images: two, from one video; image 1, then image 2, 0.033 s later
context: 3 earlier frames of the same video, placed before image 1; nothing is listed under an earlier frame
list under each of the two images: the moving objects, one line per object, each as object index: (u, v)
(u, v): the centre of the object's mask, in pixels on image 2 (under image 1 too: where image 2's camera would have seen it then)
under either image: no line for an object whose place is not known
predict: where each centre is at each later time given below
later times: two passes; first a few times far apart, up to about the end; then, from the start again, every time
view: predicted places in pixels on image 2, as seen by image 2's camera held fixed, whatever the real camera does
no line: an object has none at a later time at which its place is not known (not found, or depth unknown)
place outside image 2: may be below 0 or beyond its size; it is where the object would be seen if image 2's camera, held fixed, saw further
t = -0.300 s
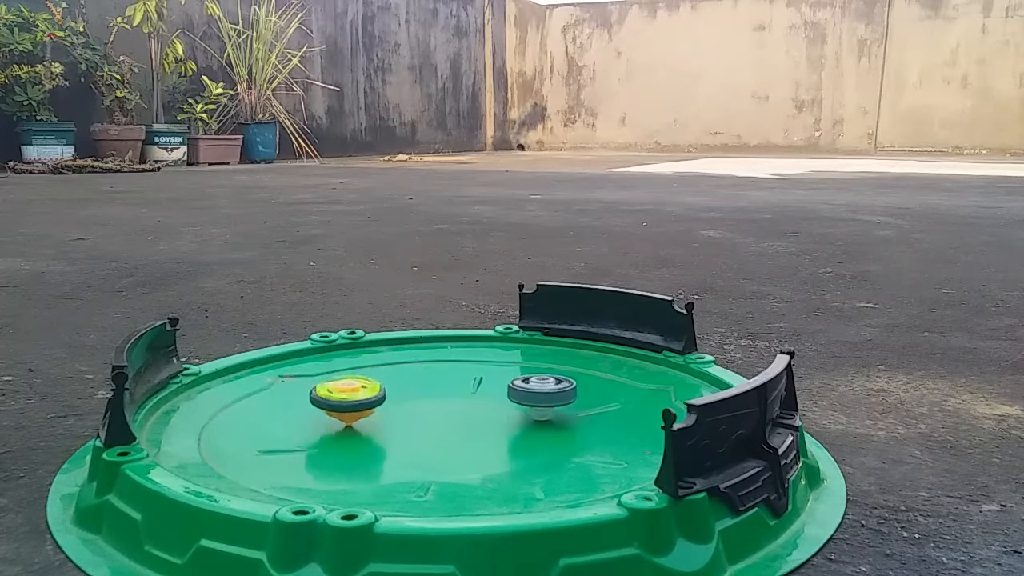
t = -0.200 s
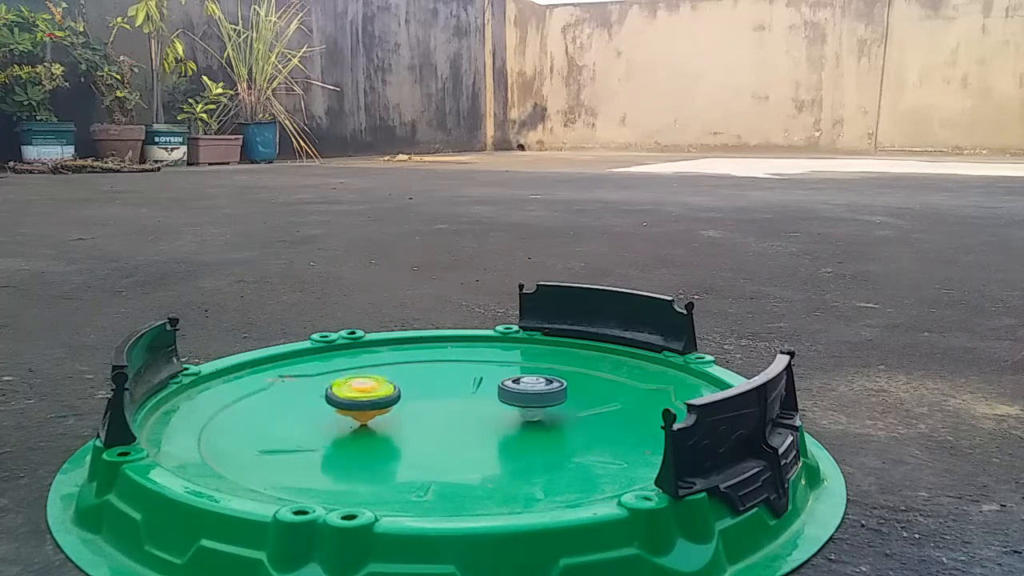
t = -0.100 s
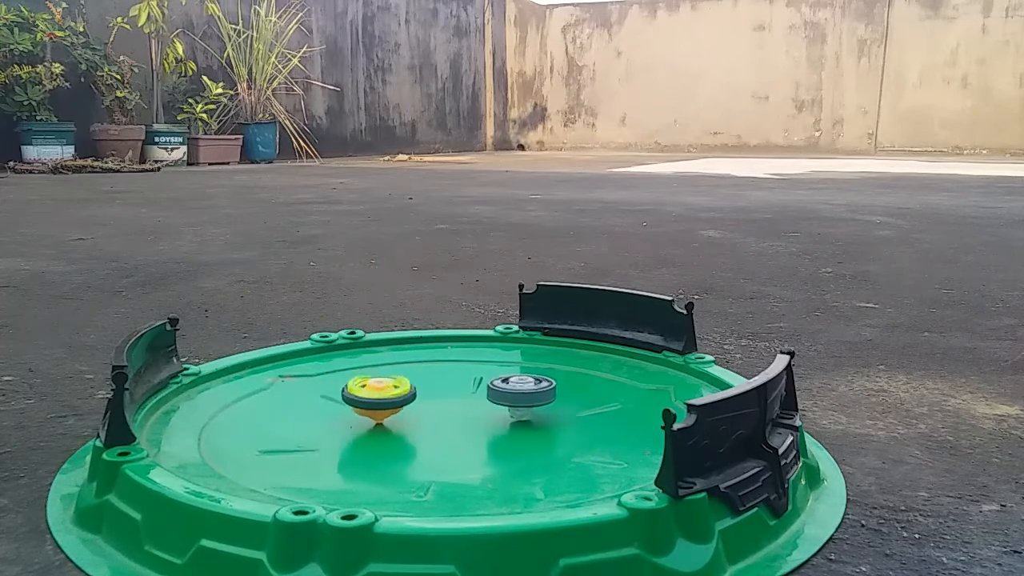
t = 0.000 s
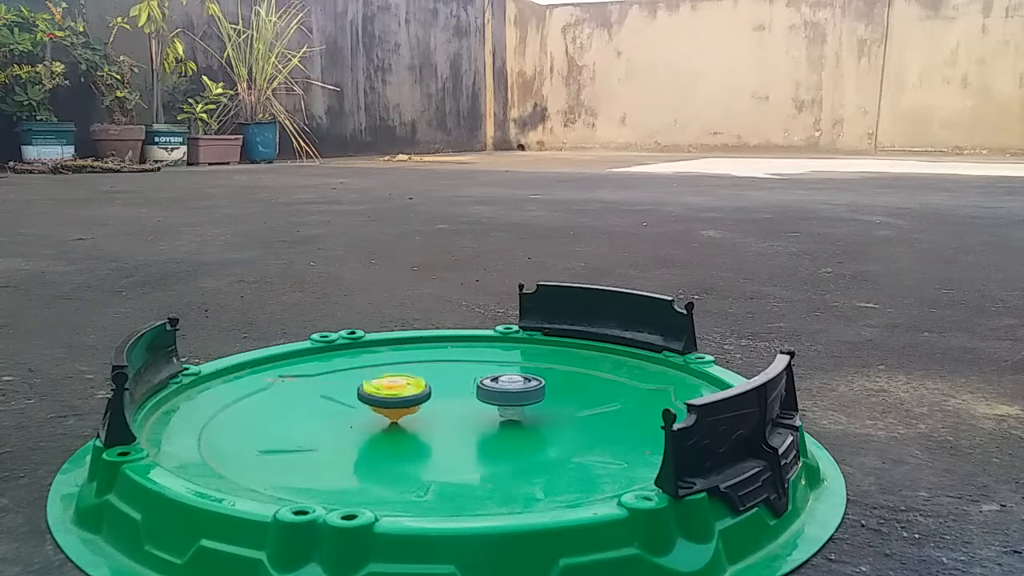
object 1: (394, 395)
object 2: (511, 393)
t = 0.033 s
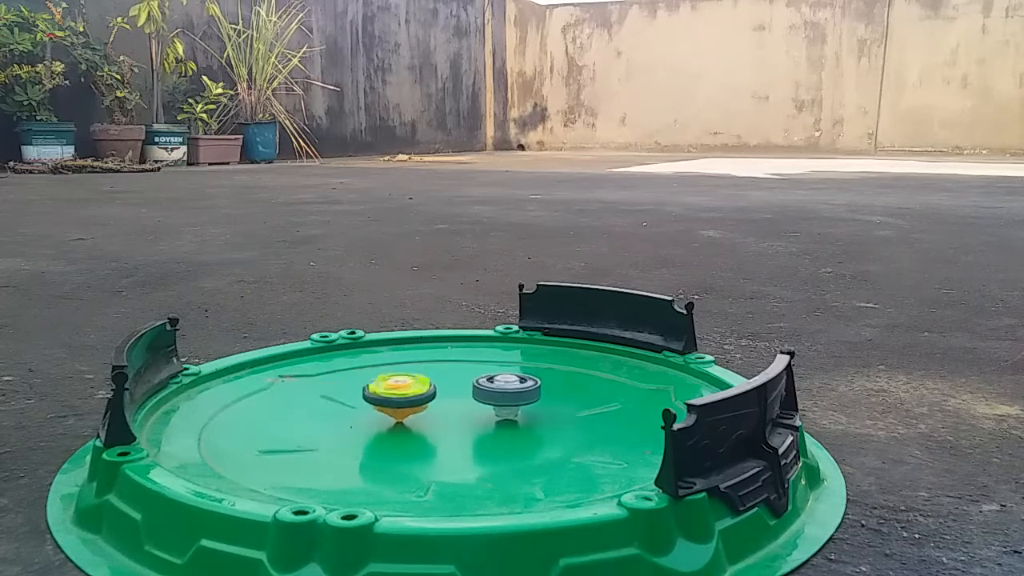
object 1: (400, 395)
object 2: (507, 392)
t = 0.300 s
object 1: (281, 389)
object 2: (589, 385)
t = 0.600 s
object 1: (218, 391)
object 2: (623, 365)
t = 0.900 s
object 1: (239, 382)
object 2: (606, 364)
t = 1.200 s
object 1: (305, 379)
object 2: (583, 376)
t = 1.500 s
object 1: (391, 390)
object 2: (556, 388)
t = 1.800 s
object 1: (463, 405)
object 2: (544, 393)
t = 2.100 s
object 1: (487, 431)
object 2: (518, 392)
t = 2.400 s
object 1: (458, 453)
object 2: (481, 387)
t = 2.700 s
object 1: (436, 455)
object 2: (454, 382)
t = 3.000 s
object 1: (437, 435)
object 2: (445, 378)
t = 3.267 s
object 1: (458, 412)
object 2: (449, 372)
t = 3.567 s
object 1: (519, 395)
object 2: (459, 377)
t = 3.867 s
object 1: (577, 389)
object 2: (479, 378)
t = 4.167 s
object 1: (590, 401)
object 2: (493, 382)
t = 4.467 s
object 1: (560, 416)
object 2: (495, 389)
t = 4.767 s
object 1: (489, 421)
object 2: (482, 389)
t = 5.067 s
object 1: (403, 426)
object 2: (475, 386)
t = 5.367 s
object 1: (359, 412)
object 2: (461, 383)
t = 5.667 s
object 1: (367, 392)
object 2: (457, 379)
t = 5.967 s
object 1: (354, 379)
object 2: (504, 375)
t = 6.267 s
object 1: (361, 382)
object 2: (516, 379)
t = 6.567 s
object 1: (393, 390)
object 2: (520, 382)
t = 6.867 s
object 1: (417, 400)
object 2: (524, 386)
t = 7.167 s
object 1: (419, 413)
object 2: (517, 390)
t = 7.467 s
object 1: (403, 424)
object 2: (499, 391)
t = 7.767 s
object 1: (382, 427)
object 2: (478, 390)
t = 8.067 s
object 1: (374, 423)
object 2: (467, 386)
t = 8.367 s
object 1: (385, 413)
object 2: (472, 382)
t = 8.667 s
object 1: (415, 405)
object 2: (487, 381)
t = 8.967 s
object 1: (457, 400)
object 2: (505, 382)
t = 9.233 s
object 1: (416, 422)
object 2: (524, 378)
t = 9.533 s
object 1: (369, 428)
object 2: (507, 380)
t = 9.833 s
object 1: (340, 418)
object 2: (509, 381)
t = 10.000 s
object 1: (346, 411)
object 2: (507, 384)
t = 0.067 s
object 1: (404, 394)
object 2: (504, 392)
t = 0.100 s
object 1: (409, 394)
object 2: (501, 391)
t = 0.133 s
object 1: (414, 394)
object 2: (497, 391)
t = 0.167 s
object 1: (419, 394)
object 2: (495, 391)
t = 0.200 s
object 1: (406, 394)
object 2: (506, 390)
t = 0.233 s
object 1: (357, 394)
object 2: (539, 389)
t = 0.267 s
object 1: (314, 392)
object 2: (568, 388)
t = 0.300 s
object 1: (281, 389)
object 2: (589, 385)
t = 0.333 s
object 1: (255, 388)
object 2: (603, 380)
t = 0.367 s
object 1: (236, 388)
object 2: (614, 377)
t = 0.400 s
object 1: (224, 387)
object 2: (622, 373)
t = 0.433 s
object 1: (221, 386)
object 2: (627, 371)
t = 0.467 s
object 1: (223, 391)
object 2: (628, 369)
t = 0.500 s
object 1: (225, 392)
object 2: (628, 367)
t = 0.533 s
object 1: (226, 393)
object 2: (628, 366)
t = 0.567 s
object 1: (223, 393)
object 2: (626, 366)
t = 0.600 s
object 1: (218, 391)
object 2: (623, 365)
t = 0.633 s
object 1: (223, 392)
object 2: (622, 364)
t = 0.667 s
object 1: (226, 391)
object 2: (621, 364)
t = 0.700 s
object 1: (225, 391)
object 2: (618, 363)
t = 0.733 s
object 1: (226, 389)
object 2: (616, 363)
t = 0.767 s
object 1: (225, 387)
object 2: (615, 363)
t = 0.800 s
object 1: (229, 386)
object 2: (612, 363)
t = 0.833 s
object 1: (233, 384)
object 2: (610, 363)
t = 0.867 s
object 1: (235, 383)
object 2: (608, 364)
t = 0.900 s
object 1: (239, 382)
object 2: (606, 364)
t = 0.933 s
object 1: (244, 380)
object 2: (604, 365)
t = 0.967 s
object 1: (249, 380)
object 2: (601, 366)
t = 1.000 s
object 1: (256, 379)
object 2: (599, 367)
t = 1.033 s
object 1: (263, 378)
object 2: (597, 368)
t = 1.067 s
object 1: (270, 379)
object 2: (594, 370)
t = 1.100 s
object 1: (279, 378)
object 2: (591, 371)
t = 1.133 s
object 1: (286, 378)
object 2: (589, 372)
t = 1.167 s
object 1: (296, 379)
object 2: (586, 374)
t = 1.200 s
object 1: (305, 379)
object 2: (583, 376)
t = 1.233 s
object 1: (313, 381)
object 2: (579, 377)
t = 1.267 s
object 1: (324, 382)
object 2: (577, 378)
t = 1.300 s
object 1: (333, 383)
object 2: (573, 380)
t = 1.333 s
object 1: (342, 385)
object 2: (570, 382)
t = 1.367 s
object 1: (353, 387)
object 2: (566, 383)
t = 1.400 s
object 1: (361, 388)
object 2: (564, 384)
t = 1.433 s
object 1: (372, 389)
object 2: (562, 385)
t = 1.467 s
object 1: (382, 389)
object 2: (559, 387)
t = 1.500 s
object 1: (391, 390)
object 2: (556, 388)
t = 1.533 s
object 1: (401, 391)
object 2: (554, 388)
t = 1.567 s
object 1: (409, 392)
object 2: (552, 389)
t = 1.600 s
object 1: (418, 394)
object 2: (550, 390)
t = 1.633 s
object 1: (426, 395)
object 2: (549, 391)
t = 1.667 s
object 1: (434, 397)
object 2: (549, 391)
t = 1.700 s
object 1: (442, 399)
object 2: (548, 392)
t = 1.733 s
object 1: (449, 401)
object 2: (546, 393)
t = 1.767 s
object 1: (455, 403)
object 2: (545, 393)
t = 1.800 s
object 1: (463, 405)
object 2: (544, 393)
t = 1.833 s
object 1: (467, 408)
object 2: (543, 394)
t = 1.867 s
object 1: (473, 410)
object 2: (540, 395)
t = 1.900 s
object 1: (477, 413)
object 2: (539, 395)
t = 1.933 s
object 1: (480, 417)
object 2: (538, 395)
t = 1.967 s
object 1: (484, 419)
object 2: (536, 395)
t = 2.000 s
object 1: (485, 422)
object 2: (532, 395)
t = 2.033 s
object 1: (488, 425)
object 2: (528, 394)
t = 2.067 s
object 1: (488, 428)
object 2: (523, 392)
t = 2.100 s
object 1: (487, 431)
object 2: (518, 392)
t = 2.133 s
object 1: (488, 435)
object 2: (512, 392)
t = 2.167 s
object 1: (486, 438)
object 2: (507, 392)
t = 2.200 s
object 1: (484, 440)
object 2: (504, 392)
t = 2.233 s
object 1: (481, 443)
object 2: (500, 392)
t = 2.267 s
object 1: (476, 445)
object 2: (495, 392)
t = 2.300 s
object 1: (474, 447)
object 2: (490, 391)
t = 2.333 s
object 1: (468, 450)
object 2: (487, 390)
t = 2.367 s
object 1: (464, 451)
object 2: (484, 389)
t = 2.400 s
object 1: (458, 453)
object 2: (481, 387)
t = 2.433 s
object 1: (453, 453)
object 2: (477, 387)
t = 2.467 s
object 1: (447, 455)
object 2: (474, 386)
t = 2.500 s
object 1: (441, 455)
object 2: (471, 385)
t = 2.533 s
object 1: (435, 455)
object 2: (468, 384)
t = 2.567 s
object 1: (432, 455)
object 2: (464, 384)
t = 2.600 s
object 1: (437, 456)
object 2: (462, 383)
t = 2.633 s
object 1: (439, 457)
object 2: (459, 383)
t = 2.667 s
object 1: (438, 456)
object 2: (457, 382)
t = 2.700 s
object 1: (436, 455)
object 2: (454, 382)
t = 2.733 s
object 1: (438, 454)
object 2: (451, 381)
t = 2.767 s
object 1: (440, 453)
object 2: (450, 381)
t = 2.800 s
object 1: (439, 451)
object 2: (450, 380)
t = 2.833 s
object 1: (442, 449)
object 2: (448, 380)
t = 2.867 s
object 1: (442, 447)
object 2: (447, 380)
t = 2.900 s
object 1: (442, 445)
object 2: (446, 379)
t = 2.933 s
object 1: (439, 441)
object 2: (447, 379)
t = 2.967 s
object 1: (440, 438)
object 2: (446, 379)
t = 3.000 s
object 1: (437, 435)
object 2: (445, 378)
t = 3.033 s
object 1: (438, 431)
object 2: (445, 378)
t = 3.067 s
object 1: (438, 428)
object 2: (446, 378)
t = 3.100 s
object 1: (441, 425)
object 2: (447, 377)
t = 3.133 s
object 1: (442, 422)
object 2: (446, 376)
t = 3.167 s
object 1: (446, 419)
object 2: (446, 375)
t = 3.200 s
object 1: (449, 416)
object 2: (447, 374)
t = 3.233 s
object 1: (454, 414)
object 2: (448, 373)
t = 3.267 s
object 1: (458, 412)
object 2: (449, 372)
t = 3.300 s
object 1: (464, 409)
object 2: (449, 372)
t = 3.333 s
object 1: (469, 406)
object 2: (448, 371)
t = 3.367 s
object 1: (476, 405)
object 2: (449, 371)
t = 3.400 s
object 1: (481, 403)
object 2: (449, 371)
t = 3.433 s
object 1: (489, 401)
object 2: (450, 373)
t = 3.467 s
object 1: (495, 399)
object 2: (451, 375)
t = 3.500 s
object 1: (504, 398)
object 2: (453, 376)
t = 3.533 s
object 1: (510, 397)
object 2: (456, 376)
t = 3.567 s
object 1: (519, 395)
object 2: (459, 377)
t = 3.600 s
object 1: (525, 394)
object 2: (461, 377)
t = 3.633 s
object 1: (534, 392)
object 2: (463, 377)
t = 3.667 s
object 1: (541, 392)
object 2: (465, 377)
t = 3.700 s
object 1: (550, 391)
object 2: (468, 377)
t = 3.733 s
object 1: (558, 391)
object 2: (470, 377)
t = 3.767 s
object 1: (566, 390)
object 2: (472, 377)
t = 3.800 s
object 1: (572, 390)
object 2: (474, 378)
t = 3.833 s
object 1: (576, 389)
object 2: (476, 378)
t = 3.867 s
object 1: (577, 389)
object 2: (479, 378)
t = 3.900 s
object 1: (577, 391)
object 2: (481, 379)
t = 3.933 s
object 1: (576, 393)
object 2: (483, 379)
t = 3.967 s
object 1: (578, 393)
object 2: (484, 379)
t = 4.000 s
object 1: (581, 394)
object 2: (486, 379)
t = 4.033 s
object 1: (584, 395)
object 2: (489, 380)
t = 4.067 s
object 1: (587, 396)
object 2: (490, 381)
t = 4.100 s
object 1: (588, 397)
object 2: (491, 381)
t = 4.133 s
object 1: (591, 399)
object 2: (492, 382)
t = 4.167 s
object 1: (590, 401)
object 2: (493, 382)
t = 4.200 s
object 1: (591, 402)
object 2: (495, 383)
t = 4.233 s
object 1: (589, 404)
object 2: (495, 384)
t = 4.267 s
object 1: (588, 405)
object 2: (495, 384)
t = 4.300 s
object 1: (585, 407)
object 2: (495, 385)
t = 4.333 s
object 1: (582, 409)
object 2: (496, 385)
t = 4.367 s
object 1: (577, 411)
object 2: (497, 386)
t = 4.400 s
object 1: (573, 412)
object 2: (497, 387)
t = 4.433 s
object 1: (566, 413)
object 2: (496, 388)
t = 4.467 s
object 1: (560, 416)
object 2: (495, 389)
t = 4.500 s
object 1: (554, 416)
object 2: (495, 389)
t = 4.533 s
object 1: (547, 418)
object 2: (494, 390)
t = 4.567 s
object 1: (539, 419)
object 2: (493, 390)
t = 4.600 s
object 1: (531, 421)
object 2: (491, 390)
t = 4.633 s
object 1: (524, 421)
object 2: (489, 390)
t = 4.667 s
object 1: (514, 421)
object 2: (488, 388)
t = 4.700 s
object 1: (506, 422)
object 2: (486, 389)
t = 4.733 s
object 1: (497, 421)
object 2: (485, 388)
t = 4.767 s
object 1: (489, 421)
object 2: (482, 389)
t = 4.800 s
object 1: (480, 420)
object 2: (479, 389)
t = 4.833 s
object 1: (472, 420)
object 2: (478, 389)
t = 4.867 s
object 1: (465, 419)
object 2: (476, 389)
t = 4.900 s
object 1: (457, 418)
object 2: (476, 389)
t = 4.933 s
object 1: (445, 421)
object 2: (474, 389)
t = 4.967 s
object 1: (432, 424)
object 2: (474, 390)
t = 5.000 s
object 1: (420, 426)
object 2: (475, 388)
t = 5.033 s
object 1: (411, 427)
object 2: (475, 387)
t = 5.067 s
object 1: (403, 426)
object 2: (475, 386)
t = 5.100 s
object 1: (397, 425)
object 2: (474, 385)
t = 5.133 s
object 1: (389, 424)
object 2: (472, 385)
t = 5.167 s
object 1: (383, 423)
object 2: (469, 385)
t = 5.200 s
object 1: (378, 421)
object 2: (467, 385)
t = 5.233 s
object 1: (373, 420)
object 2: (466, 384)
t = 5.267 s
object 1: (369, 418)
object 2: (465, 384)
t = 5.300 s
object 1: (365, 416)
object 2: (464, 384)
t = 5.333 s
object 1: (361, 414)
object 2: (462, 384)
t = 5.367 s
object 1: (359, 412)
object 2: (461, 383)
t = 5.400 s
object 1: (357, 409)
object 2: (459, 383)
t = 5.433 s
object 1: (356, 407)
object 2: (458, 382)
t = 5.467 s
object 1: (356, 405)
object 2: (457, 382)
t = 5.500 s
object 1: (356, 402)
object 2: (457, 381)
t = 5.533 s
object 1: (358, 400)
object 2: (457, 381)
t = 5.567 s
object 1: (359, 398)
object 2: (457, 380)
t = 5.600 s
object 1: (361, 396)
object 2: (456, 380)
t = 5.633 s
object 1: (365, 394)
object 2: (456, 379)
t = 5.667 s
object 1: (367, 392)
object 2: (457, 379)
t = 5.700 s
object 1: (372, 390)
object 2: (458, 379)
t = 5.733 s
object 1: (376, 388)
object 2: (458, 378)
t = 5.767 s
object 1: (379, 386)
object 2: (459, 378)
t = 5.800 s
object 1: (385, 384)
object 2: (460, 378)
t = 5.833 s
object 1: (390, 383)
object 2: (461, 377)
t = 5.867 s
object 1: (394, 381)
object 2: (462, 377)
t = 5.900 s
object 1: (376, 380)
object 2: (480, 376)
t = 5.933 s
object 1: (362, 379)
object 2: (494, 376)
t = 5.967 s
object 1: (354, 379)
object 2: (504, 375)
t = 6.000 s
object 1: (352, 378)
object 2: (510, 376)
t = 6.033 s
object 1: (351, 378)
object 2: (514, 376)
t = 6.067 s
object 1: (353, 379)
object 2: (515, 377)
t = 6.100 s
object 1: (355, 379)
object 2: (516, 377)
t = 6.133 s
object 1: (355, 379)
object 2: (516, 378)
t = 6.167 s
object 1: (355, 379)
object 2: (516, 378)
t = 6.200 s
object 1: (357, 380)
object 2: (516, 379)
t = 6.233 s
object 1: (359, 381)
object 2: (517, 379)
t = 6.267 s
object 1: (361, 382)
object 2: (516, 379)
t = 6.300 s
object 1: (365, 383)
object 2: (516, 380)
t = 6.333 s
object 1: (367, 385)
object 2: (516, 380)
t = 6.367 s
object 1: (369, 386)
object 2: (516, 380)
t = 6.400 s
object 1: (373, 386)
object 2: (516, 380)
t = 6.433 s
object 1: (378, 386)
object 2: (517, 380)
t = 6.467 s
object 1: (381, 387)
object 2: (517, 380)
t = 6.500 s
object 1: (386, 388)
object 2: (518, 381)
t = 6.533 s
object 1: (390, 388)
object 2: (519, 382)
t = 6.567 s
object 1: (393, 390)
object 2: (520, 382)
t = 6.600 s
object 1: (396, 391)
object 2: (520, 382)
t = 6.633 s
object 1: (401, 392)
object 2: (521, 383)
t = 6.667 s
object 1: (403, 393)
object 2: (521, 383)
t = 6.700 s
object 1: (405, 394)
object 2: (522, 383)
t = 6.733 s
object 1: (409, 395)
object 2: (523, 384)
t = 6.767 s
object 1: (411, 396)
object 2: (524, 384)
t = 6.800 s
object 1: (412, 398)
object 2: (524, 385)
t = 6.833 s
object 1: (415, 399)
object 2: (524, 385)
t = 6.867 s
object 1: (417, 400)
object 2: (524, 386)
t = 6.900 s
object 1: (417, 402)
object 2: (524, 386)
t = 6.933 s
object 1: (419, 403)
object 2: (524, 387)
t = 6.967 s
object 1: (420, 405)
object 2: (523, 387)
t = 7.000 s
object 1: (420, 406)
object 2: (522, 388)
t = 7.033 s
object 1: (420, 408)
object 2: (522, 388)
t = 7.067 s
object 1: (421, 409)
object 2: (521, 389)
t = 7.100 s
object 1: (420, 410)
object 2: (520, 389)
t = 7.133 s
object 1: (419, 412)
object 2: (519, 390)
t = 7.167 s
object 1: (419, 413)
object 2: (517, 390)
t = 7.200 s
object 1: (418, 414)
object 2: (516, 391)
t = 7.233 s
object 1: (416, 416)
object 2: (514, 391)
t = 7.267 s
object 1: (415, 417)
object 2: (512, 392)
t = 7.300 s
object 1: (414, 419)
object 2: (509, 392)
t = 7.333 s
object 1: (412, 419)
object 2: (507, 392)
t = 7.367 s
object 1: (409, 421)
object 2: (505, 391)
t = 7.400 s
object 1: (408, 422)
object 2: (503, 391)
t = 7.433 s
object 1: (406, 423)
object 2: (501, 391)
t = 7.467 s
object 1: (403, 424)
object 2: (499, 391)
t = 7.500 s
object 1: (400, 425)
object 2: (497, 391)
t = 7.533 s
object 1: (399, 425)
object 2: (494, 391)
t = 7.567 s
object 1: (396, 425)
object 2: (491, 391)
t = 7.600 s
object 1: (392, 426)
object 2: (489, 391)
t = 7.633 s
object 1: (389, 427)
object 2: (486, 391)
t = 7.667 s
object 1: (389, 427)
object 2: (484, 391)
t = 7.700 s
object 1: (385, 427)
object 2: (482, 390)
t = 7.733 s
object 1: (383, 428)
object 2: (480, 390)
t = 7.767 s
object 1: (382, 427)
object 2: (478, 390)
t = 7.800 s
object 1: (380, 427)
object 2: (477, 389)
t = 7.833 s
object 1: (379, 427)
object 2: (476, 388)
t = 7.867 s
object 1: (376, 427)
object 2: (474, 388)
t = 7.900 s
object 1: (376, 427)
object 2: (473, 388)
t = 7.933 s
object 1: (375, 426)
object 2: (471, 387)
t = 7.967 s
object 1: (374, 425)
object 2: (470, 387)
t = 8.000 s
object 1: (372, 425)
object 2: (469, 386)
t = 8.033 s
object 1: (374, 424)
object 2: (468, 386)
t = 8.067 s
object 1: (374, 423)
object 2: (467, 386)
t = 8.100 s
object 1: (373, 422)
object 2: (467, 385)
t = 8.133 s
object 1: (374, 421)
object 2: (467, 384)
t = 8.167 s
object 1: (376, 420)
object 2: (468, 384)
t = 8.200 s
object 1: (377, 419)
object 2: (468, 383)
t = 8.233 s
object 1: (377, 418)
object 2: (468, 383)
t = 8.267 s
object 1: (378, 417)
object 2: (469, 383)
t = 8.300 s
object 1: (381, 415)
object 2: (470, 382)
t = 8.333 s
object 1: (383, 415)
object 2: (471, 382)
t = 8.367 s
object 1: (385, 413)
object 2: (472, 382)
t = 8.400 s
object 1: (387, 412)
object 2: (473, 381)
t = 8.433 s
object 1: (390, 411)
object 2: (474, 381)
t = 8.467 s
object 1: (394, 410)
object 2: (475, 381)
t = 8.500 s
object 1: (397, 409)
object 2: (477, 381)
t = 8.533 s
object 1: (399, 408)
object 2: (479, 381)
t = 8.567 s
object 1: (403, 407)
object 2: (481, 381)
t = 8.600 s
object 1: (408, 406)
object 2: (483, 381)
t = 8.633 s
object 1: (412, 405)
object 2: (485, 381)
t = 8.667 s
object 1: (415, 405)
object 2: (487, 381)
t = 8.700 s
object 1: (419, 404)
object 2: (490, 381)
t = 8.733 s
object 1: (424, 403)
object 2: (491, 382)
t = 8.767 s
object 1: (429, 403)
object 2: (493, 382)
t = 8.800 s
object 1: (433, 402)
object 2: (495, 382)
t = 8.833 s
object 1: (437, 401)
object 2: (497, 382)
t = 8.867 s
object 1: (442, 401)
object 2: (499, 382)
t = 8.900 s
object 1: (448, 401)
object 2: (501, 382)
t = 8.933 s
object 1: (453, 401)
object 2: (503, 382)
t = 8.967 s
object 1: (457, 400)
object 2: (505, 382)
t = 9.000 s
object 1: (450, 404)
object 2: (509, 383)
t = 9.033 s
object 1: (440, 408)
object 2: (517, 380)
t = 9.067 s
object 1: (433, 412)
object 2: (523, 378)
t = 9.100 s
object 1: (428, 415)
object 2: (526, 377)
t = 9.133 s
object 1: (425, 417)
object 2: (527, 377)
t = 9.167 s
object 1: (422, 419)
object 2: (527, 377)
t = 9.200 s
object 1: (419, 420)
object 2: (526, 377)
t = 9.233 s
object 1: (416, 422)
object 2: (524, 378)
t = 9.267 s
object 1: (411, 423)
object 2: (522, 378)
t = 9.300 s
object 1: (406, 424)
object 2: (520, 378)
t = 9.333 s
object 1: (401, 426)
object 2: (517, 379)
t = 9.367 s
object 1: (396, 427)
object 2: (515, 379)
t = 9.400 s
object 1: (391, 427)
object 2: (513, 380)
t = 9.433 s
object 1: (385, 427)
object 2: (512, 380)
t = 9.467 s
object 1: (380, 427)
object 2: (510, 380)
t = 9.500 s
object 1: (374, 428)
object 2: (508, 380)
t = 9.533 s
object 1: (369, 428)
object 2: (507, 380)
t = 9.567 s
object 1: (365, 427)
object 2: (507, 380)
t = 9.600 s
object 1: (360, 427)
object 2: (507, 380)
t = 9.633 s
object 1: (356, 425)
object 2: (506, 380)
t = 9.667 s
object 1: (351, 425)
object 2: (506, 380)
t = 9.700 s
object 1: (347, 424)
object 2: (506, 380)
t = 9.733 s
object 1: (345, 423)
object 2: (506, 380)
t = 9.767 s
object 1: (343, 422)
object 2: (507, 380)
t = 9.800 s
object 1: (342, 420)
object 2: (508, 381)
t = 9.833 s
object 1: (340, 418)
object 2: (509, 381)
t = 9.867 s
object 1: (340, 417)
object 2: (509, 381)
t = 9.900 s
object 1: (340, 416)
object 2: (509, 382)
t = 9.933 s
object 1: (341, 414)
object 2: (509, 383)
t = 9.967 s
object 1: (344, 413)
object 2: (508, 383)
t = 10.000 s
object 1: (346, 411)
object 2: (507, 384)
